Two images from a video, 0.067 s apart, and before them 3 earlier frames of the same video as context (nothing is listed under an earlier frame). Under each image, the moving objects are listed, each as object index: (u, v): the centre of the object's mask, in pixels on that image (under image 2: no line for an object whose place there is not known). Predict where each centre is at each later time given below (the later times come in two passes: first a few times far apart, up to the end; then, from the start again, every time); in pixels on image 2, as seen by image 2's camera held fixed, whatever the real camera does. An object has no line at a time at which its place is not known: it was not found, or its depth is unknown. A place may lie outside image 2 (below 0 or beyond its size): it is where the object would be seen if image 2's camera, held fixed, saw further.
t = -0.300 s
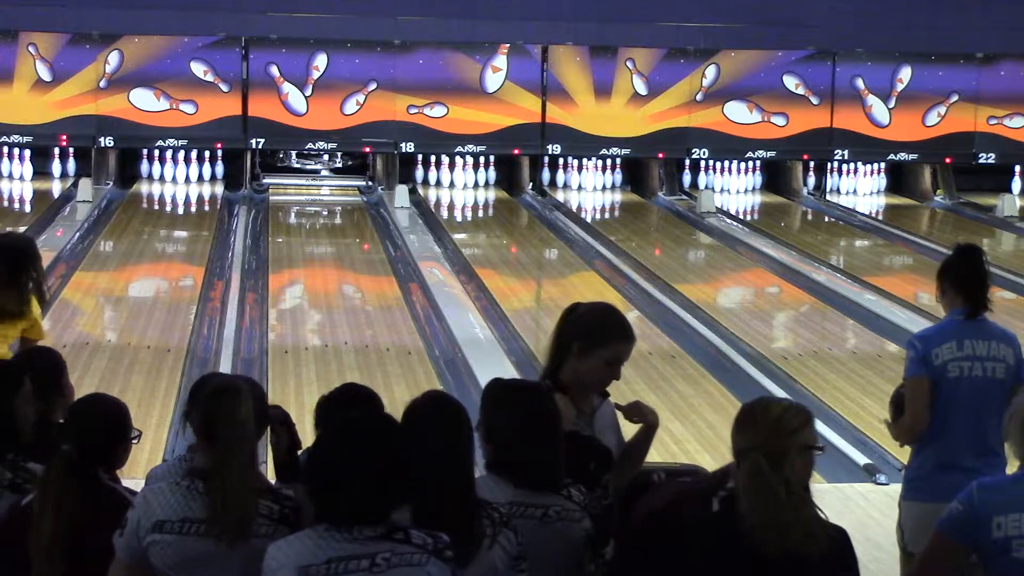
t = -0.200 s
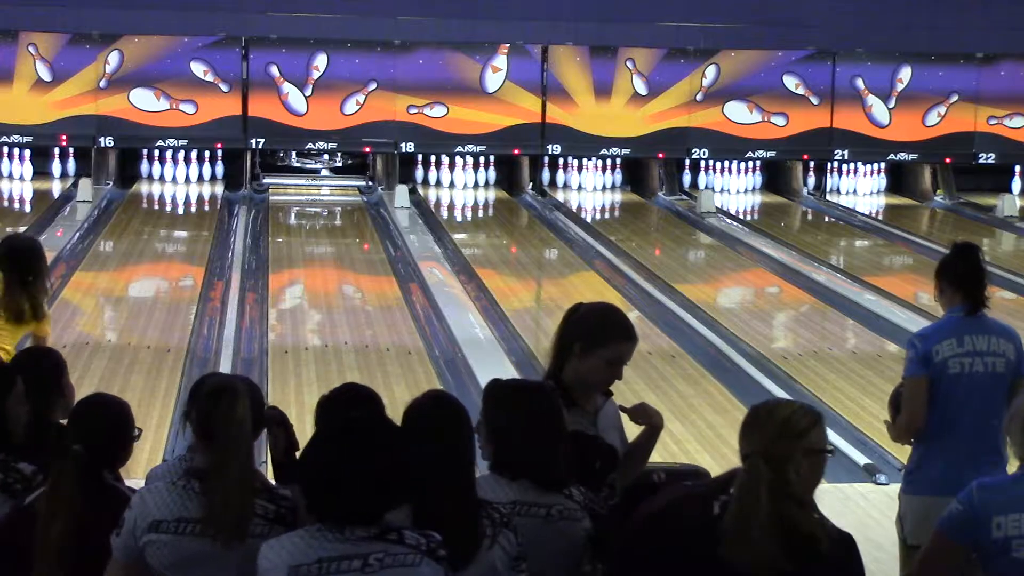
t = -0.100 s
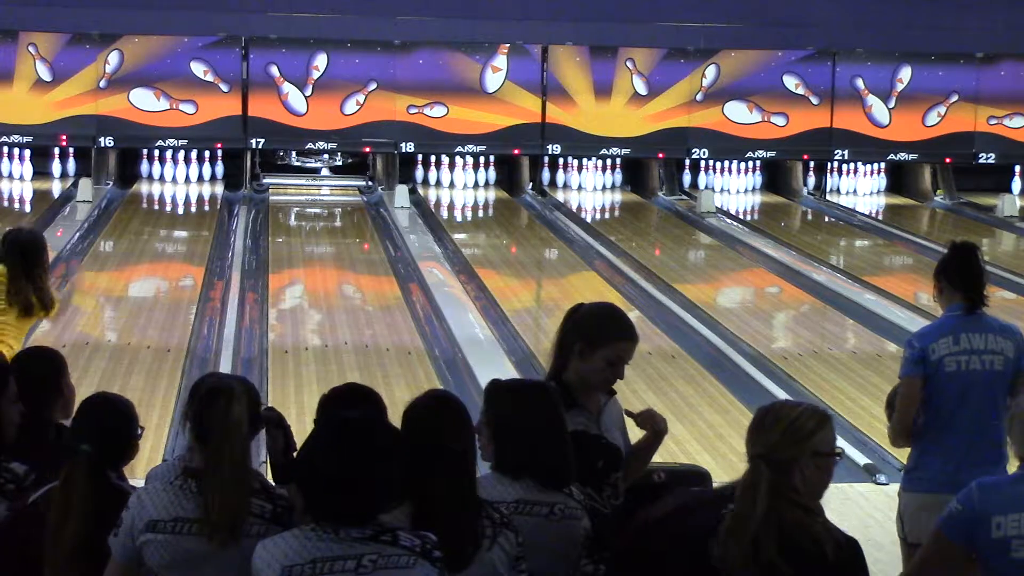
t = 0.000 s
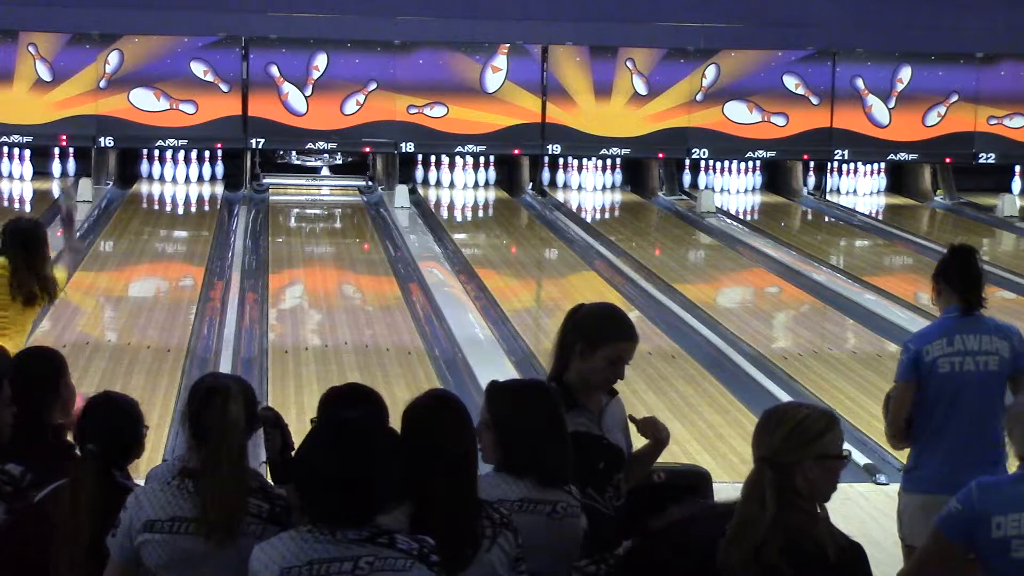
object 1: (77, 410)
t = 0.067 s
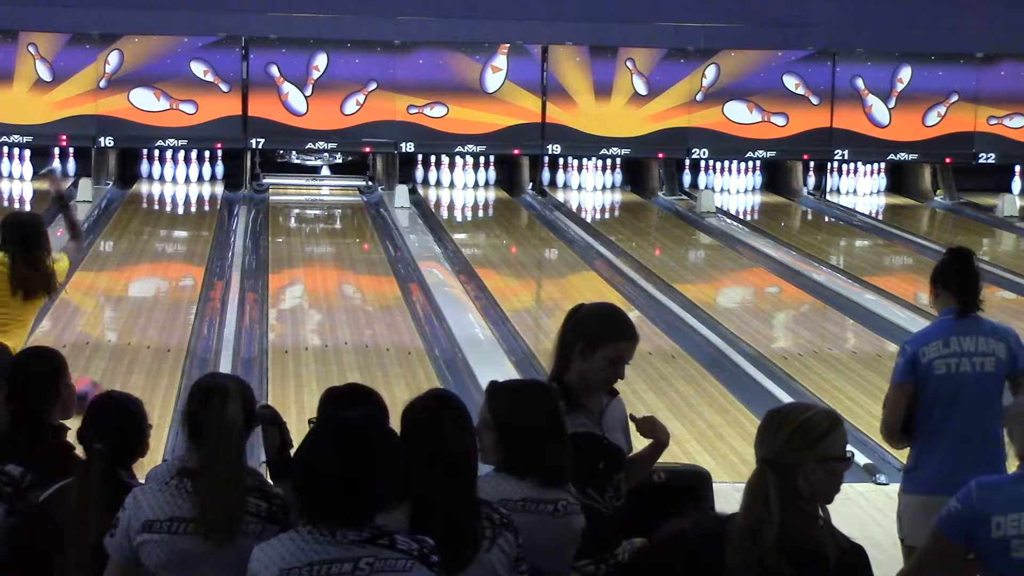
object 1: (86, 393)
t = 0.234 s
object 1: (103, 362)
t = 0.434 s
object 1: (120, 330)
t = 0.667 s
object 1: (136, 300)
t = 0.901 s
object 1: (150, 273)
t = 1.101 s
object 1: (160, 254)
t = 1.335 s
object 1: (170, 234)
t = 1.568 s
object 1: (179, 218)
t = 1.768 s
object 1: (185, 206)
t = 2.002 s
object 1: (192, 193)
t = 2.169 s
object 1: (195, 185)
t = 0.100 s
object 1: (89, 387)
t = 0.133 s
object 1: (93, 381)
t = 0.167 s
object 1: (96, 375)
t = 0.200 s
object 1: (99, 369)
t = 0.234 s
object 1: (103, 362)
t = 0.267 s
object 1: (105, 357)
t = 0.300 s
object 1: (108, 351)
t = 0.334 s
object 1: (111, 345)
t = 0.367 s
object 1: (114, 340)
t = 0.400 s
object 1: (118, 336)
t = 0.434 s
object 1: (120, 330)
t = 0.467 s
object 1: (122, 325)
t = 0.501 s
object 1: (125, 321)
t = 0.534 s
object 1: (127, 316)
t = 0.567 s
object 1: (130, 312)
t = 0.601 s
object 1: (132, 308)
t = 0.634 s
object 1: (134, 304)
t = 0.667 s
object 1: (136, 300)
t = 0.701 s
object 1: (138, 295)
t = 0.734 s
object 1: (140, 291)
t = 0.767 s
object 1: (143, 287)
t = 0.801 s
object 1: (145, 283)
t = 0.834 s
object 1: (146, 280)
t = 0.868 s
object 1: (148, 276)
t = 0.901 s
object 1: (150, 273)
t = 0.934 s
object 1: (152, 269)
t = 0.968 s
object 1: (154, 266)
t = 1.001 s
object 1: (155, 263)
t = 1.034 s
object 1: (157, 260)
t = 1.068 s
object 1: (159, 257)
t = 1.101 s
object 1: (160, 254)
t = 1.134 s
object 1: (162, 251)
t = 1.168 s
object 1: (163, 248)
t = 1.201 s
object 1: (165, 245)
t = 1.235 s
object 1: (166, 242)
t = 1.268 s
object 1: (167, 240)
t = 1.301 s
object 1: (169, 237)
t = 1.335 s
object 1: (170, 234)
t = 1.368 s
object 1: (171, 232)
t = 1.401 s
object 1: (173, 229)
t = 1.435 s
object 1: (174, 227)
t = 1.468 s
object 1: (175, 225)
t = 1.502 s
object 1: (176, 223)
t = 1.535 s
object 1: (178, 220)
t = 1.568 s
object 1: (179, 218)
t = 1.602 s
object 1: (180, 216)
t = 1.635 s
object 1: (181, 214)
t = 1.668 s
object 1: (182, 212)
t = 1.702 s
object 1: (183, 210)
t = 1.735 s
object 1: (184, 209)
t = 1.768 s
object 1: (185, 206)
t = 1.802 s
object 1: (186, 204)
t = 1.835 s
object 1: (187, 202)
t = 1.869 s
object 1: (188, 200)
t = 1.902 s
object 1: (189, 198)
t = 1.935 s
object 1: (190, 196)
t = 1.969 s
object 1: (191, 195)
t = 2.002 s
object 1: (192, 193)
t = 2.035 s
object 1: (193, 192)
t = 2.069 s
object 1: (193, 190)
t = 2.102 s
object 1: (194, 188)
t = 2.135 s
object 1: (194, 187)
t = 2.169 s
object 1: (195, 185)
